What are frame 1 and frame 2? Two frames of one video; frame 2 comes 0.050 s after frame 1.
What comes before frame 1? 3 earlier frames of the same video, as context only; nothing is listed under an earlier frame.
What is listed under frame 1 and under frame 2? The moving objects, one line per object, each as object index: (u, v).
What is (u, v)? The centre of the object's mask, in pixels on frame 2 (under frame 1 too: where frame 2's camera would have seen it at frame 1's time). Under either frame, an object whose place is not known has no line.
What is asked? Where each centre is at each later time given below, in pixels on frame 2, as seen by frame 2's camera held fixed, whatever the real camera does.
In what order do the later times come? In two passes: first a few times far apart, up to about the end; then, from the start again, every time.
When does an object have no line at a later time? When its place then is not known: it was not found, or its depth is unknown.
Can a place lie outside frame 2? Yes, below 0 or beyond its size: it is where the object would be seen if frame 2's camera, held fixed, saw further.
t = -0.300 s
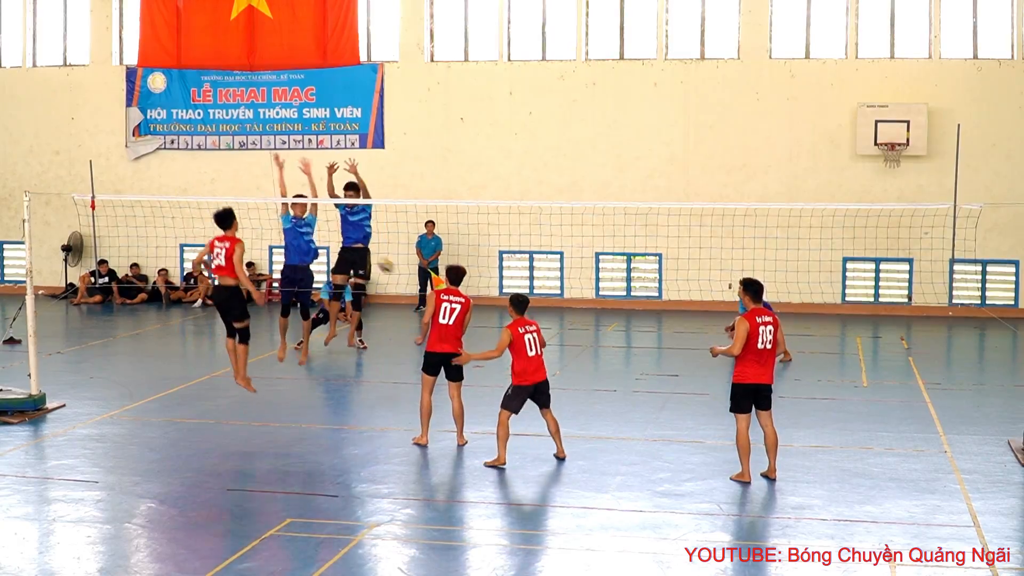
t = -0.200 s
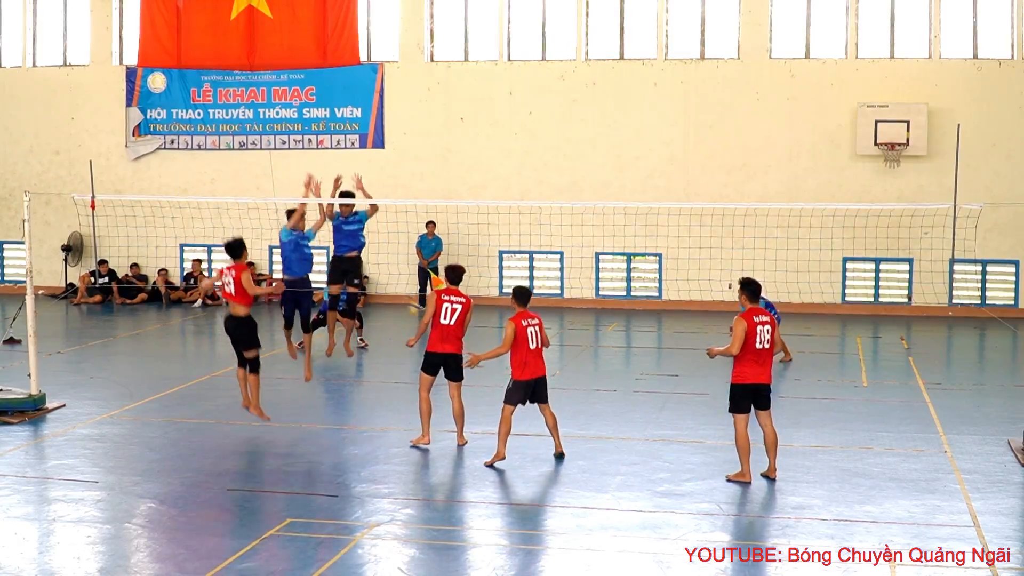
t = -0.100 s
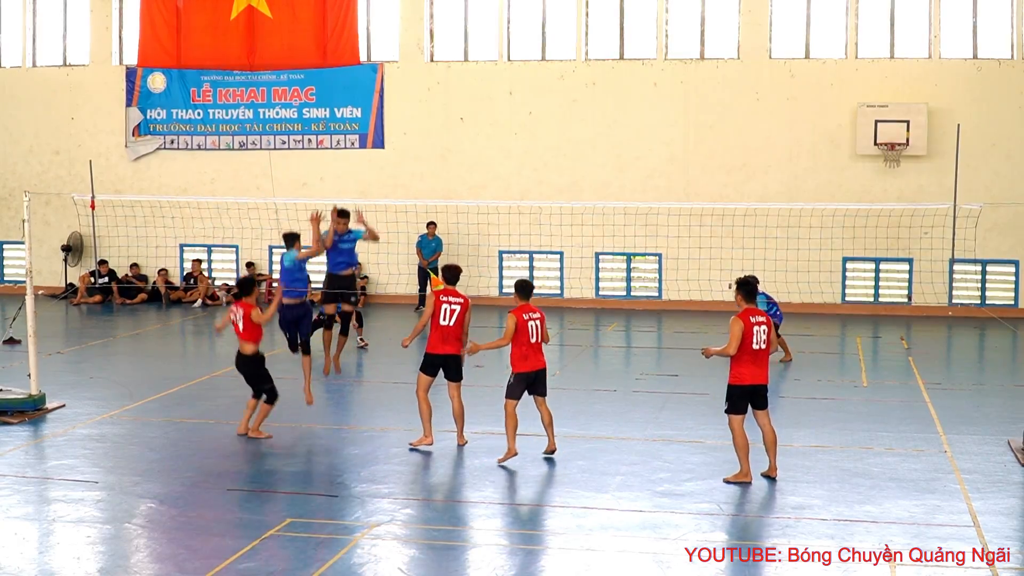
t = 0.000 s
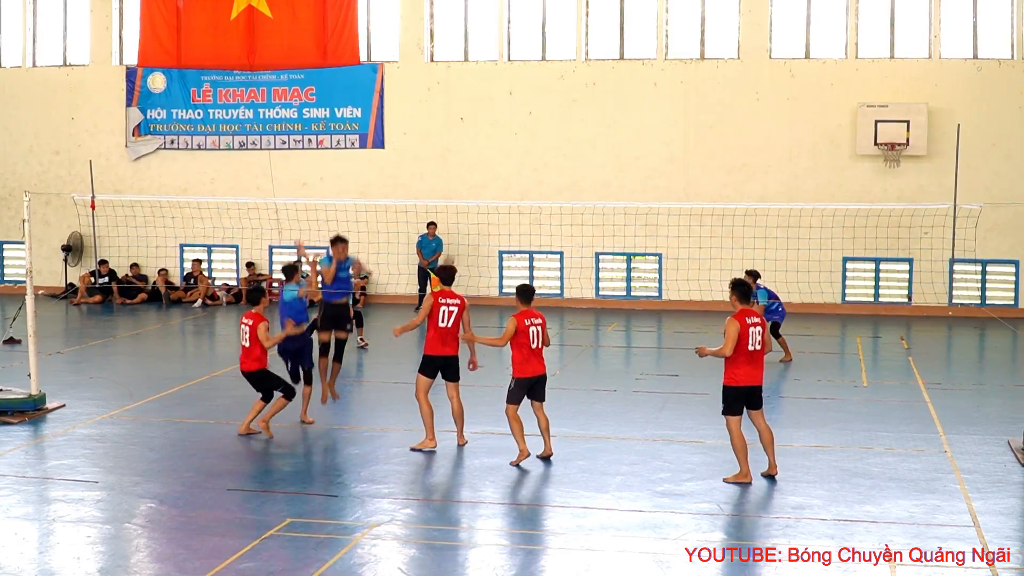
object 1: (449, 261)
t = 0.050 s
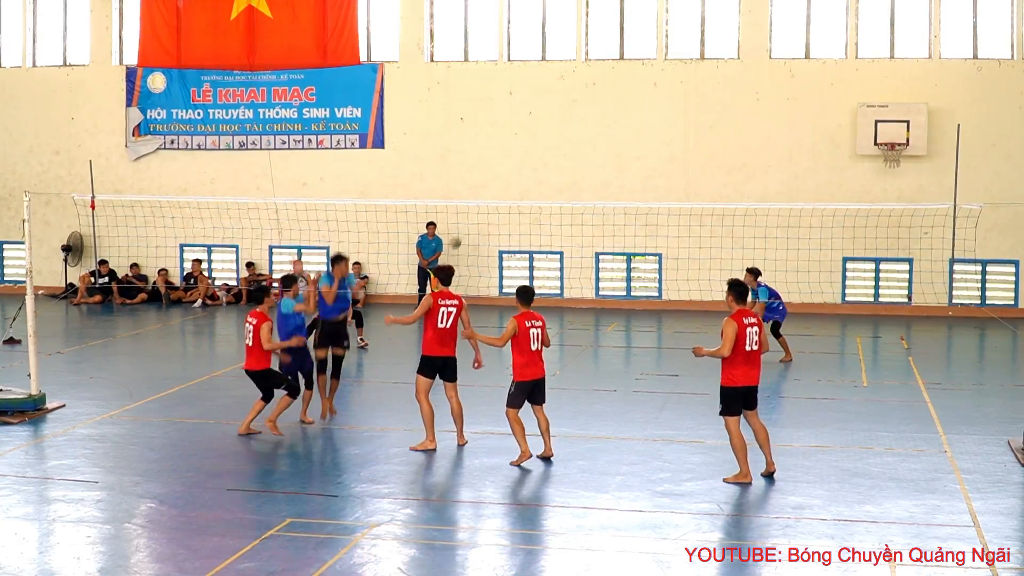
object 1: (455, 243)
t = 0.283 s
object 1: (483, 188)
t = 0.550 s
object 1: (470, 133)
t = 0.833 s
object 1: (445, 100)
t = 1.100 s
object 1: (418, 108)
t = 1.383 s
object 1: (387, 163)
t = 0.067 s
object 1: (458, 237)
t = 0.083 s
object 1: (460, 231)
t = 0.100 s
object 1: (462, 226)
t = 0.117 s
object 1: (464, 221)
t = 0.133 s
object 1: (466, 217)
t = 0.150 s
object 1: (468, 213)
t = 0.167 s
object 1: (470, 209)
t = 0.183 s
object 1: (472, 208)
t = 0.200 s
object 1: (475, 201)
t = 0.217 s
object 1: (476, 197)
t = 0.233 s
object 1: (478, 195)
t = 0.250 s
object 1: (480, 193)
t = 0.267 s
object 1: (481, 190)
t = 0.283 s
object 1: (483, 188)
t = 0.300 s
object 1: (485, 186)
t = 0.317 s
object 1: (487, 185)
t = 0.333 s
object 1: (488, 182)
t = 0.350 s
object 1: (487, 177)
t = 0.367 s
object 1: (485, 173)
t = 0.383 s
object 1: (483, 168)
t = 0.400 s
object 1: (482, 165)
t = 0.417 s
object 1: (481, 160)
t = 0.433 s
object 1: (479, 157)
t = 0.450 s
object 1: (478, 153)
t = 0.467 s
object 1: (477, 150)
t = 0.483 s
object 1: (475, 147)
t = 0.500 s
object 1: (474, 143)
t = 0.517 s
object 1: (472, 139)
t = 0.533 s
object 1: (471, 136)
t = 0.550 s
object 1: (470, 133)
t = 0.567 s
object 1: (468, 130)
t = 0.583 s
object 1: (467, 128)
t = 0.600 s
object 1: (465, 125)
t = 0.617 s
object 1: (464, 122)
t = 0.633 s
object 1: (463, 120)
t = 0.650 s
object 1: (461, 117)
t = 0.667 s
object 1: (459, 115)
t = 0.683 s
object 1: (458, 113)
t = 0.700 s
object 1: (457, 112)
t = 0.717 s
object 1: (455, 110)
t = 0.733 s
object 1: (454, 108)
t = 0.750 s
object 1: (452, 107)
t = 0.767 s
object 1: (451, 105)
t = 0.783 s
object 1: (449, 104)
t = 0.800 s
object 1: (448, 102)
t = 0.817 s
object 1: (446, 101)
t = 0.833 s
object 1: (445, 100)
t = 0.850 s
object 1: (443, 100)
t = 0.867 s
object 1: (442, 99)
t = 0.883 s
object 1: (440, 99)
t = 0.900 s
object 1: (438, 99)
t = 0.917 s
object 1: (437, 99)
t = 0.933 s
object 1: (435, 99)
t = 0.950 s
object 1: (433, 99)
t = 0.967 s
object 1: (432, 99)
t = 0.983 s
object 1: (430, 100)
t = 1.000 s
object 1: (429, 100)
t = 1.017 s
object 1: (427, 101)
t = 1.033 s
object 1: (425, 102)
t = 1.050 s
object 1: (424, 103)
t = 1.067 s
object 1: (422, 105)
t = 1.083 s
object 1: (420, 106)
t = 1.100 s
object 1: (418, 108)
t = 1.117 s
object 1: (417, 109)
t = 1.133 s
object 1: (415, 112)
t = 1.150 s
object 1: (414, 114)
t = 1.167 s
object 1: (412, 116)
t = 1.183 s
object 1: (410, 118)
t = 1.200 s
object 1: (408, 122)
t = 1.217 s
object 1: (406, 124)
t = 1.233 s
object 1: (405, 127)
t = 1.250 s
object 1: (402, 130)
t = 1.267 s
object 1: (401, 133)
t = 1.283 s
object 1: (399, 137)
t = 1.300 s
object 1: (397, 141)
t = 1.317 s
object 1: (395, 145)
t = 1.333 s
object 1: (393, 149)
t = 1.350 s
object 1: (391, 154)
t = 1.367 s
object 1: (389, 159)
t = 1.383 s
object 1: (387, 163)
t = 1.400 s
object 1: (385, 168)
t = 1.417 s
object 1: (383, 173)
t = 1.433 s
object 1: (382, 179)
